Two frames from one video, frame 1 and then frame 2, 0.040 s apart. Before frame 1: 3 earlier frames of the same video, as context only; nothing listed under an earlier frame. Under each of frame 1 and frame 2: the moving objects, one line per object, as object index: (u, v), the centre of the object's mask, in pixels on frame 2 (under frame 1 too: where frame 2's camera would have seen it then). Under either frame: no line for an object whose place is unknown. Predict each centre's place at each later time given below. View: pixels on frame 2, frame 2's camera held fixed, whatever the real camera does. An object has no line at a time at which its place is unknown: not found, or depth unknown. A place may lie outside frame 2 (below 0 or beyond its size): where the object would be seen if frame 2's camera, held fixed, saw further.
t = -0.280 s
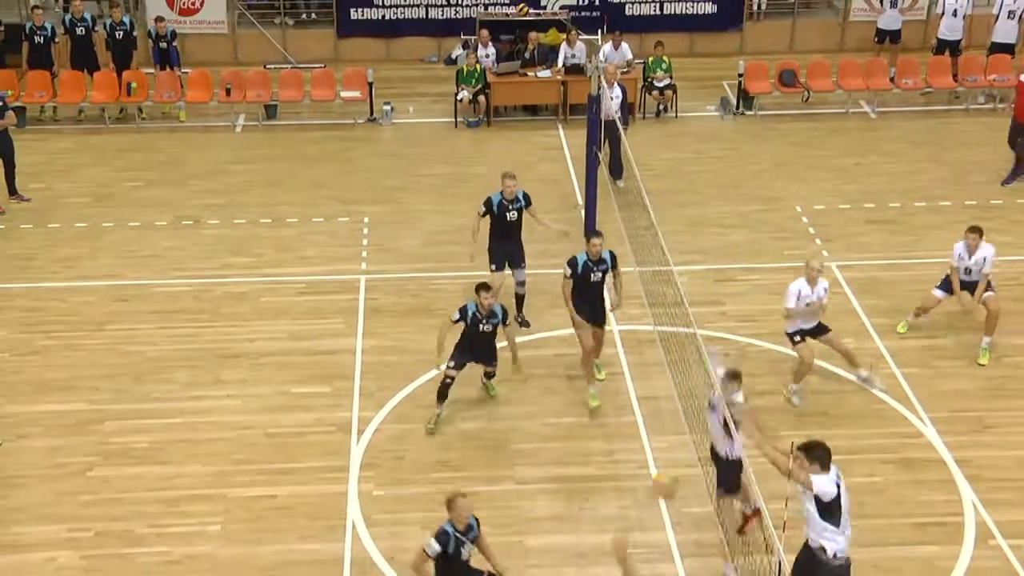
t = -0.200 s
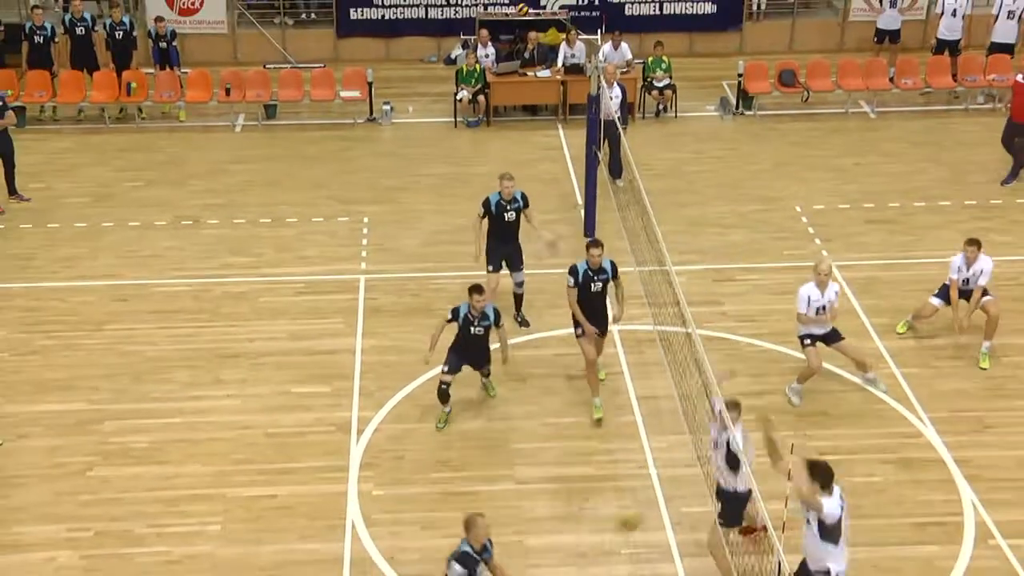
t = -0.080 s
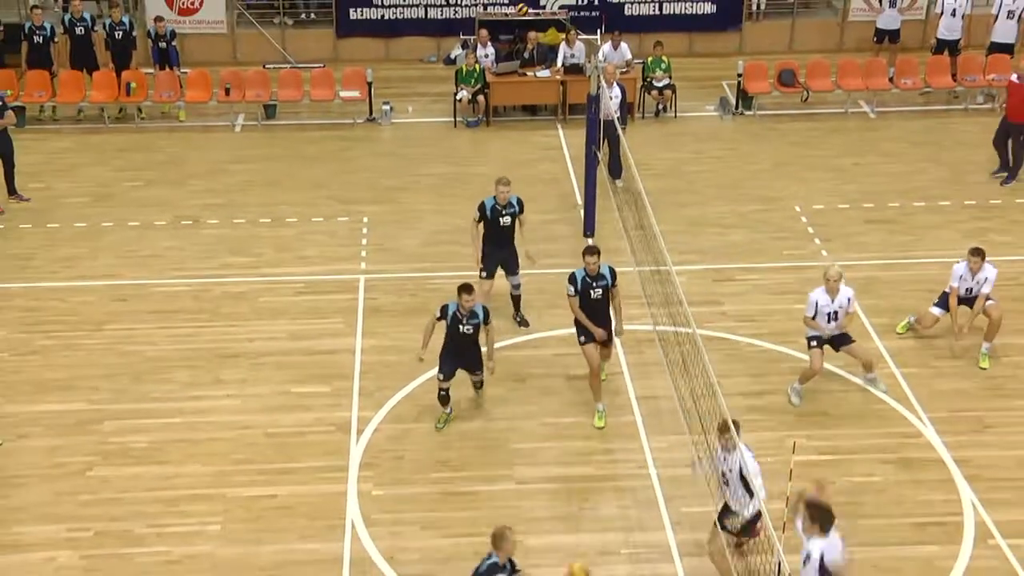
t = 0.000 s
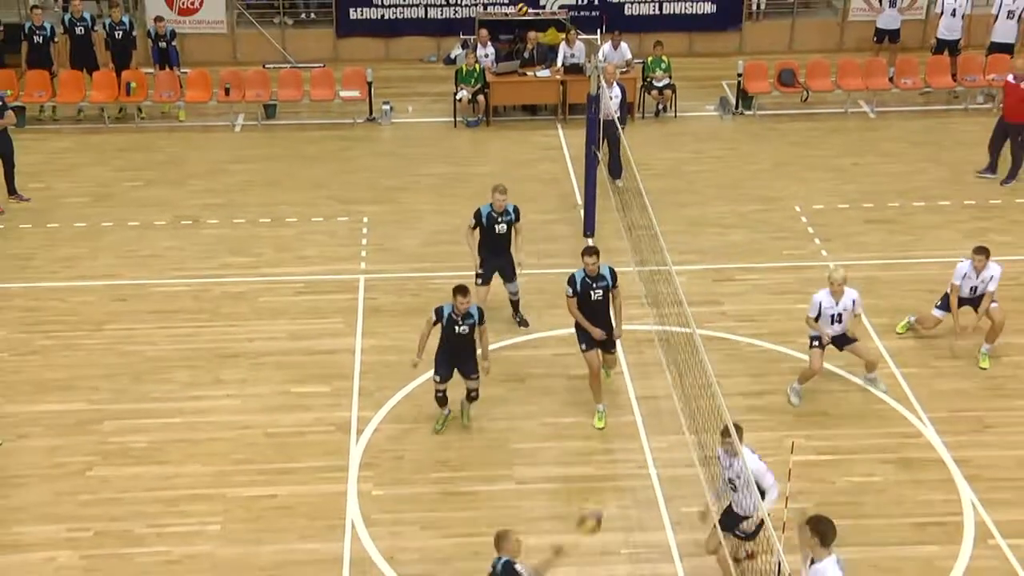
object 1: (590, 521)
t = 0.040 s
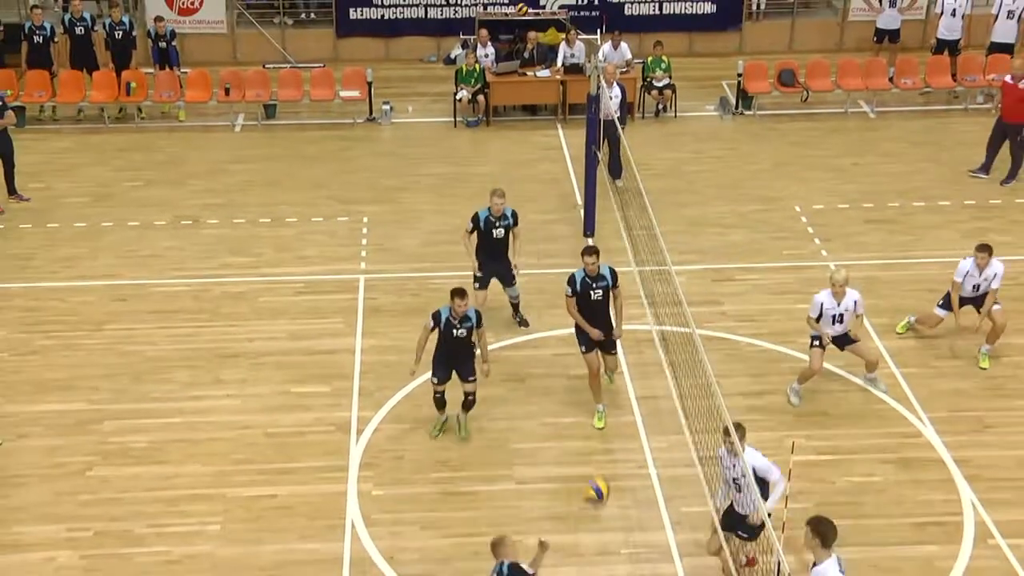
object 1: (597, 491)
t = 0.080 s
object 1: (604, 464)
